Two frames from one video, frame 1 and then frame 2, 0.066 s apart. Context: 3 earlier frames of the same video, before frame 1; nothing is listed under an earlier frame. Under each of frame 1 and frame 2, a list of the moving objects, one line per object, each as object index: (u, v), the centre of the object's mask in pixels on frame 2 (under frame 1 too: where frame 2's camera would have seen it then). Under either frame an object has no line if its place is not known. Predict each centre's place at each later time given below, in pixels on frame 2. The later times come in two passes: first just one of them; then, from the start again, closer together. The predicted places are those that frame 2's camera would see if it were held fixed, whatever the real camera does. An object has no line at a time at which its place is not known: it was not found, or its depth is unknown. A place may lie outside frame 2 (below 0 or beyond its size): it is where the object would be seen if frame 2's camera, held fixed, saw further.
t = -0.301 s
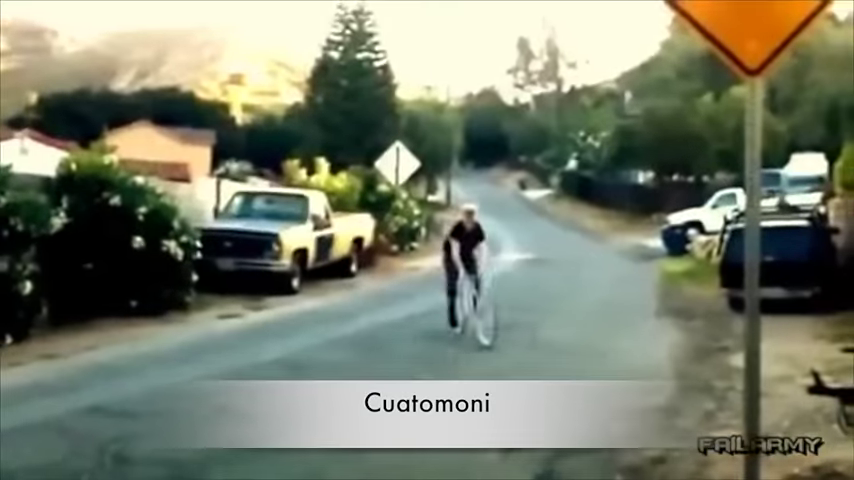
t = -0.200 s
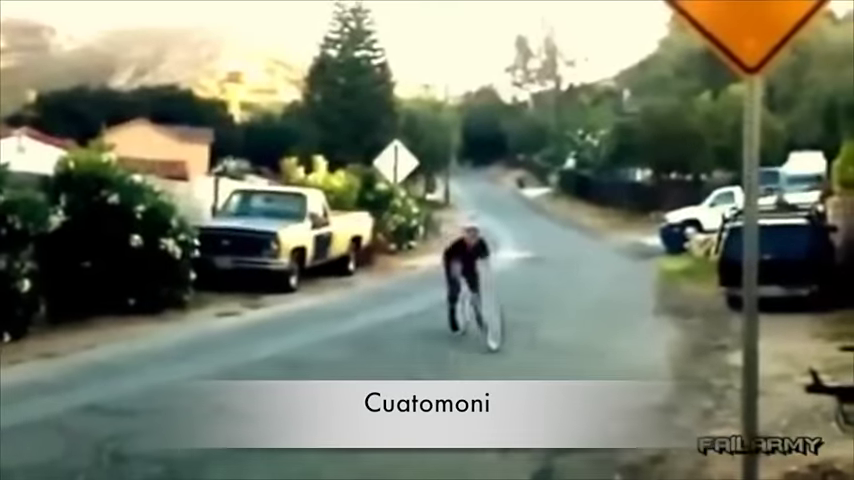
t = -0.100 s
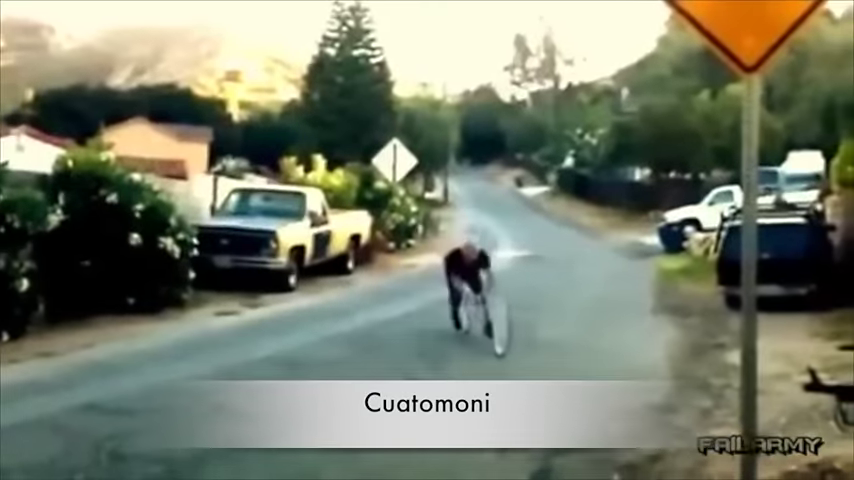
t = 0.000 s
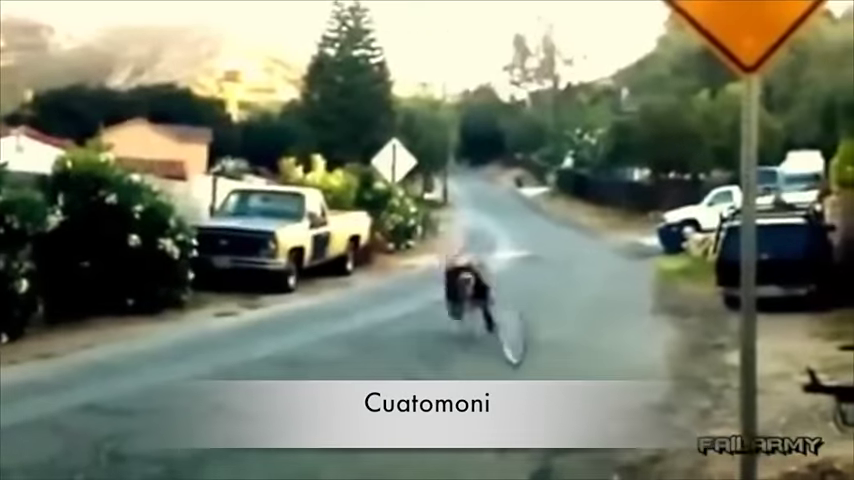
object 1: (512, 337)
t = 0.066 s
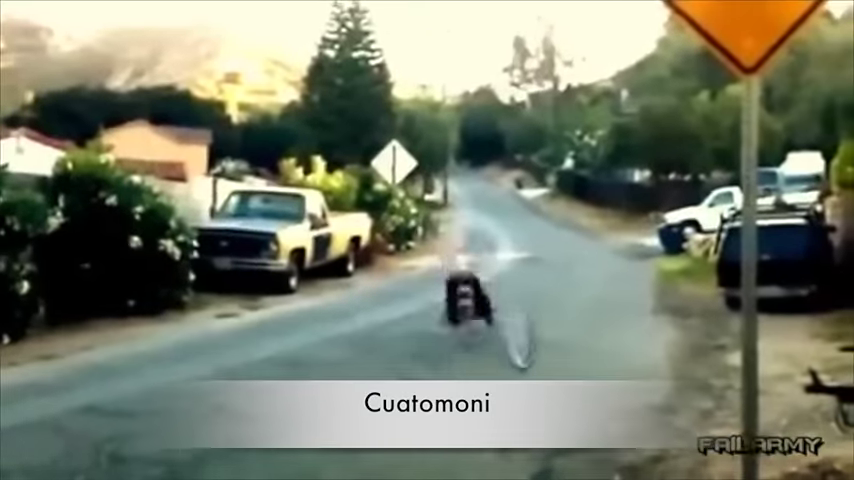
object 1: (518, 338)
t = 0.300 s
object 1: (543, 349)
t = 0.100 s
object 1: (522, 342)
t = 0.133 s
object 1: (526, 339)
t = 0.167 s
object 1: (530, 342)
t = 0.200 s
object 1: (537, 345)
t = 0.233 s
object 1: (539, 347)
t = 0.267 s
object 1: (541, 348)
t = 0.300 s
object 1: (543, 349)
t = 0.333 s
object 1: (547, 350)
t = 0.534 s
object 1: (582, 363)
